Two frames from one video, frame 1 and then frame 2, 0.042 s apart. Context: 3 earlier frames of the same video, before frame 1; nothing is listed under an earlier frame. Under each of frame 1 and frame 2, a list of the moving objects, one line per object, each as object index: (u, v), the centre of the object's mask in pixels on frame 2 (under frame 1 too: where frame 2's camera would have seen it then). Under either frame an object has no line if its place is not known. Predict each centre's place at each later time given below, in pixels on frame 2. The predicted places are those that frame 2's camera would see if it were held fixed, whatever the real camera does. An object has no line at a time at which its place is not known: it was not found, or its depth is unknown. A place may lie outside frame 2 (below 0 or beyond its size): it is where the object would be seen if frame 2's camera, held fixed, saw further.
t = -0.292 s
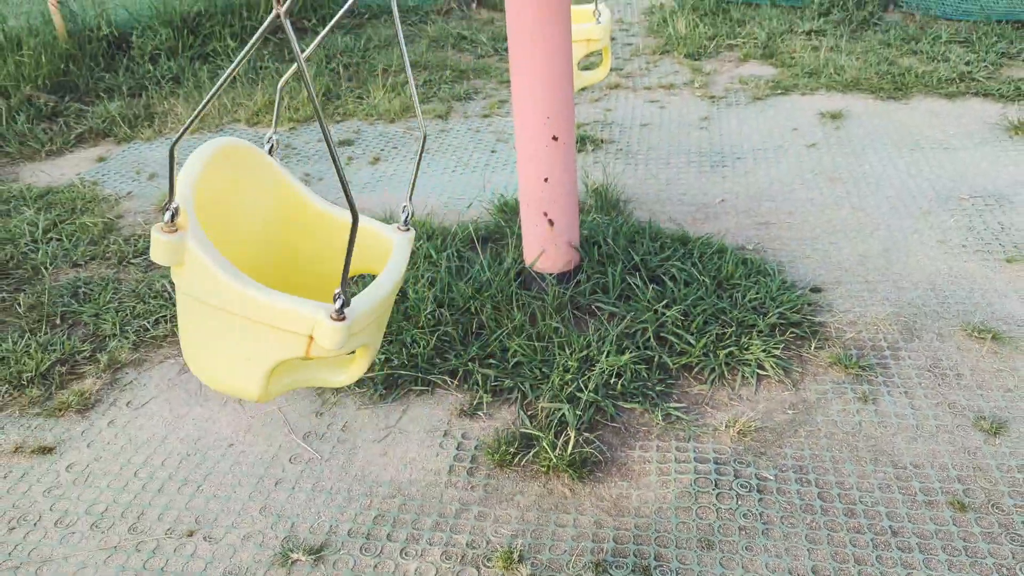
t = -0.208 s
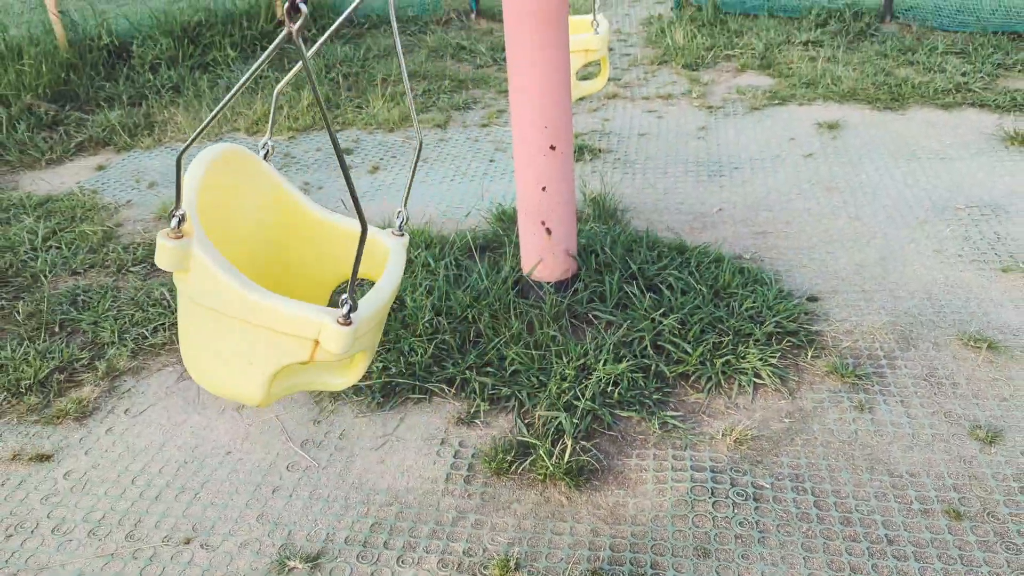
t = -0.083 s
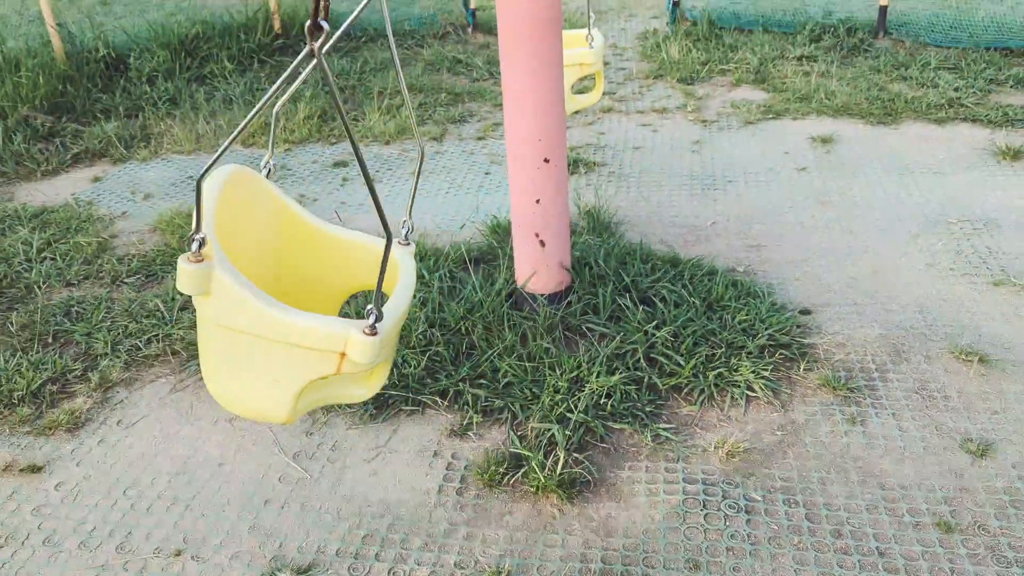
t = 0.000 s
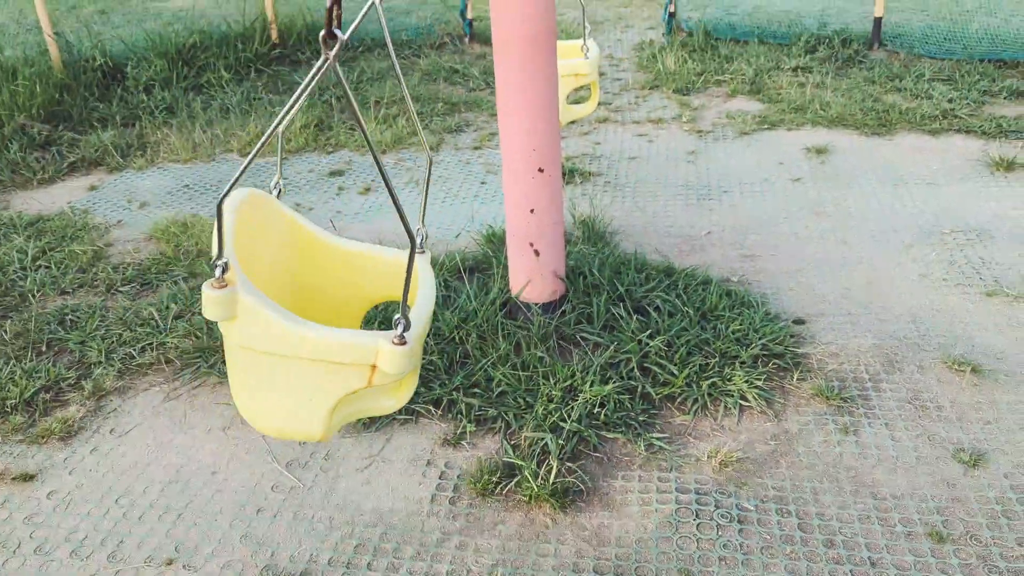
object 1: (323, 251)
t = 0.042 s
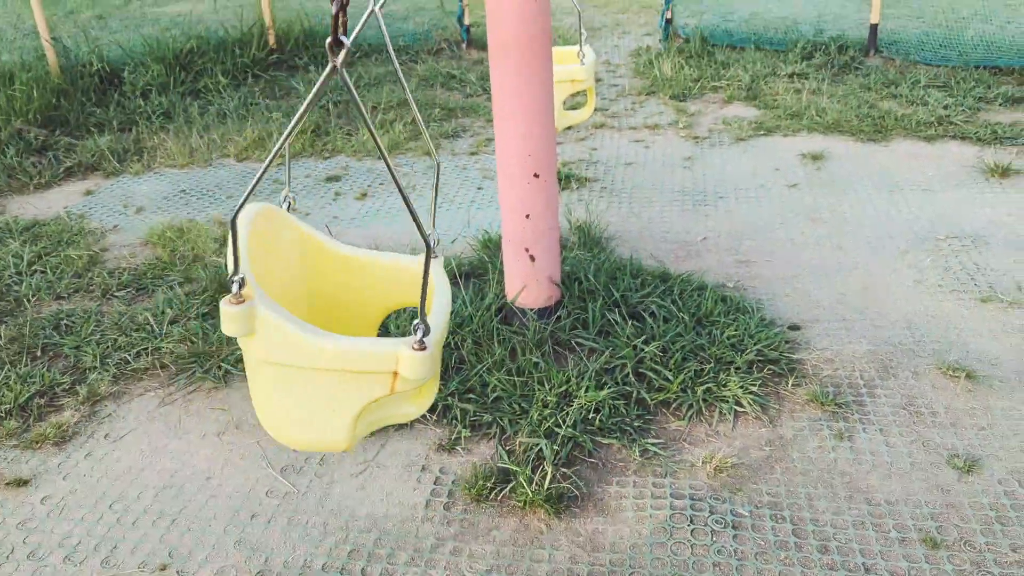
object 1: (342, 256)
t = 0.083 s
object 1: (352, 274)
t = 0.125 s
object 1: (381, 262)
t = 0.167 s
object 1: (399, 264)
